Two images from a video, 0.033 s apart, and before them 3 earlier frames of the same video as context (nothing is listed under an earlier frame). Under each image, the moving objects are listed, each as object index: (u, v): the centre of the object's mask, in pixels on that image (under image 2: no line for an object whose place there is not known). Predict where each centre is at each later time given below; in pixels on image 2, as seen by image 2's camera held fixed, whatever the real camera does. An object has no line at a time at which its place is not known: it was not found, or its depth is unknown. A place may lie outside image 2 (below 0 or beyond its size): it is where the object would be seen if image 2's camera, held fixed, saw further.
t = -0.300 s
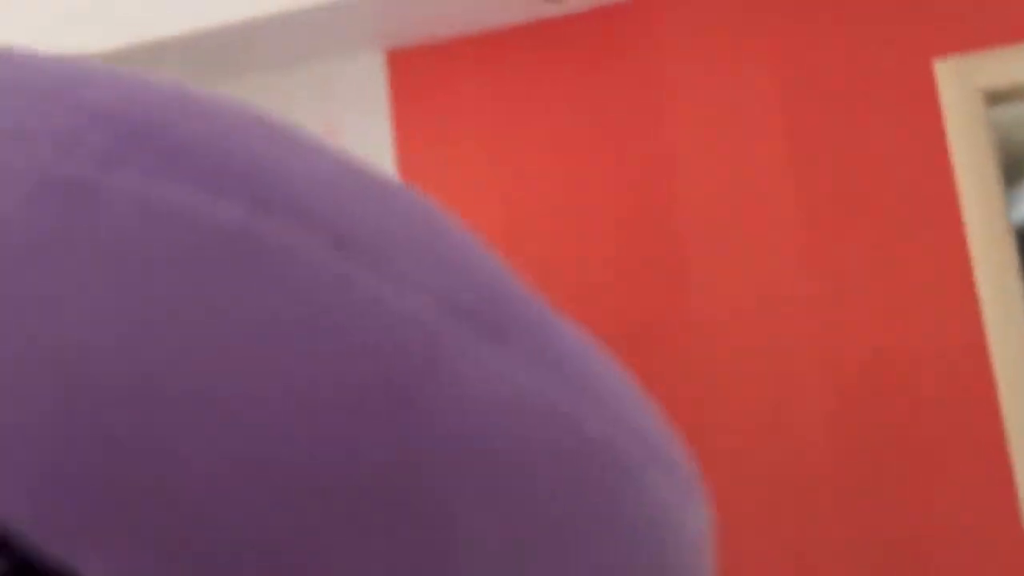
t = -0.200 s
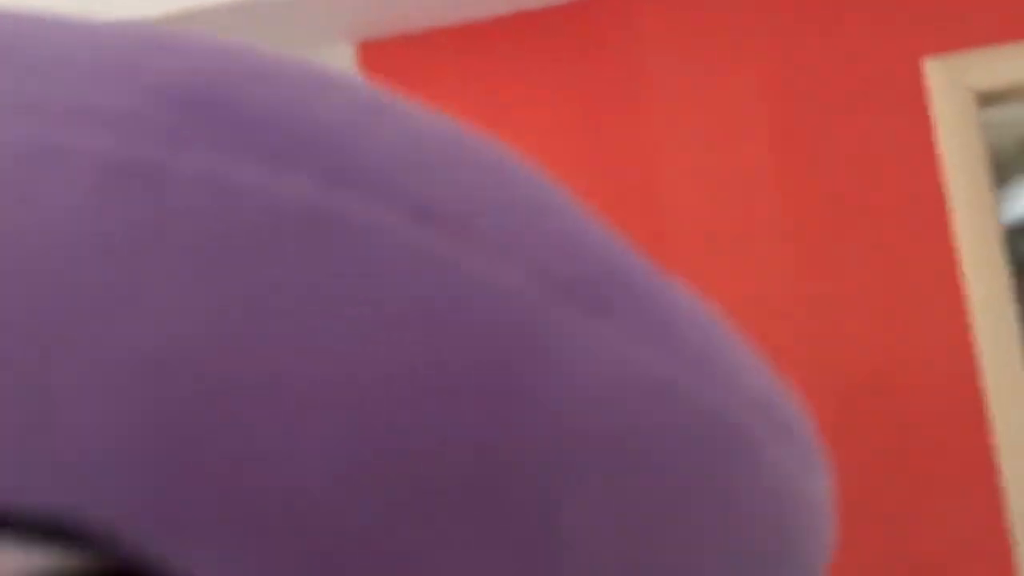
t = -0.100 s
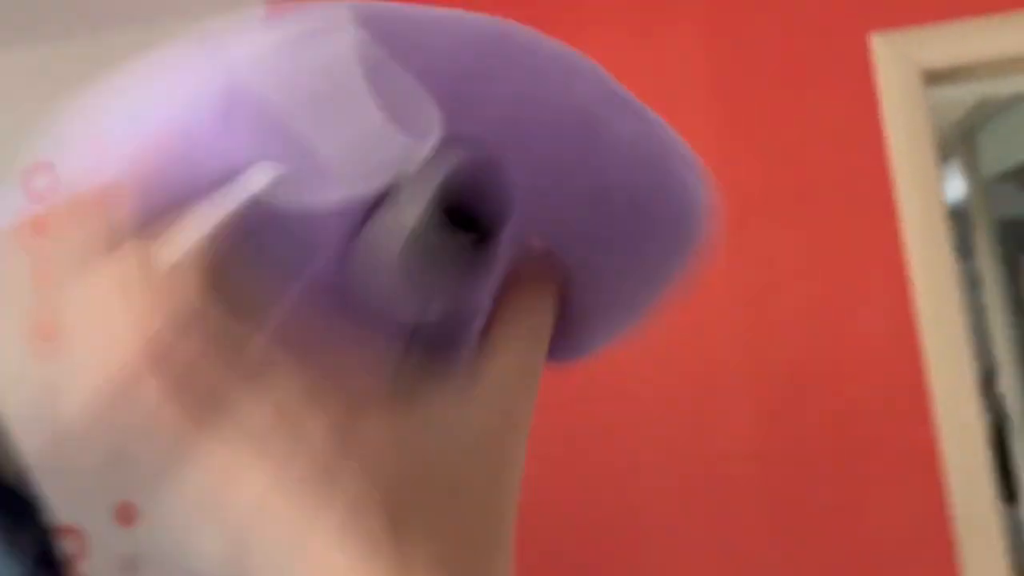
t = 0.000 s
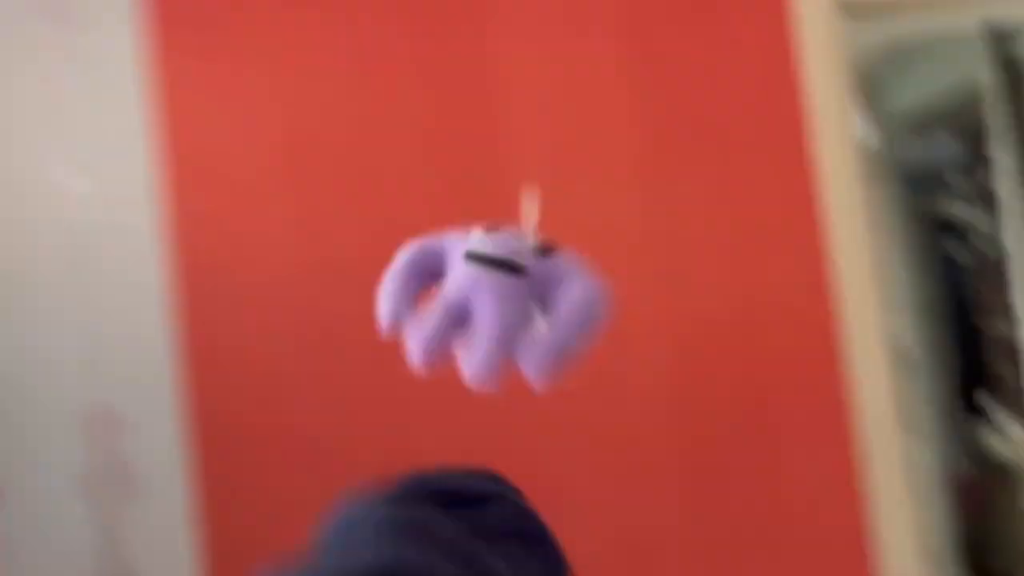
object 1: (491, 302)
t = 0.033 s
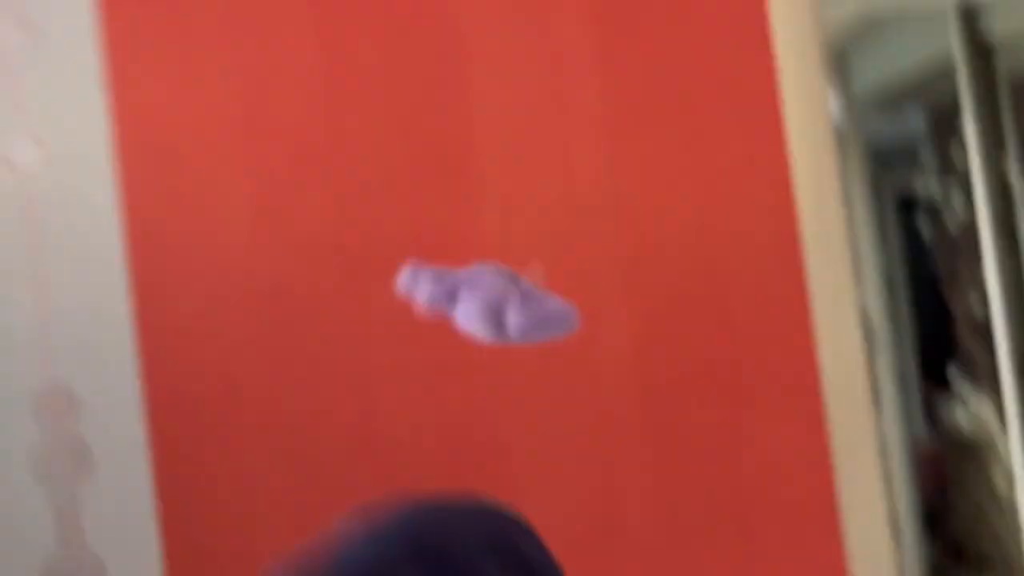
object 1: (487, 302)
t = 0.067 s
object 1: (505, 330)
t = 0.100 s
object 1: (532, 341)
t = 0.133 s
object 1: (566, 330)
